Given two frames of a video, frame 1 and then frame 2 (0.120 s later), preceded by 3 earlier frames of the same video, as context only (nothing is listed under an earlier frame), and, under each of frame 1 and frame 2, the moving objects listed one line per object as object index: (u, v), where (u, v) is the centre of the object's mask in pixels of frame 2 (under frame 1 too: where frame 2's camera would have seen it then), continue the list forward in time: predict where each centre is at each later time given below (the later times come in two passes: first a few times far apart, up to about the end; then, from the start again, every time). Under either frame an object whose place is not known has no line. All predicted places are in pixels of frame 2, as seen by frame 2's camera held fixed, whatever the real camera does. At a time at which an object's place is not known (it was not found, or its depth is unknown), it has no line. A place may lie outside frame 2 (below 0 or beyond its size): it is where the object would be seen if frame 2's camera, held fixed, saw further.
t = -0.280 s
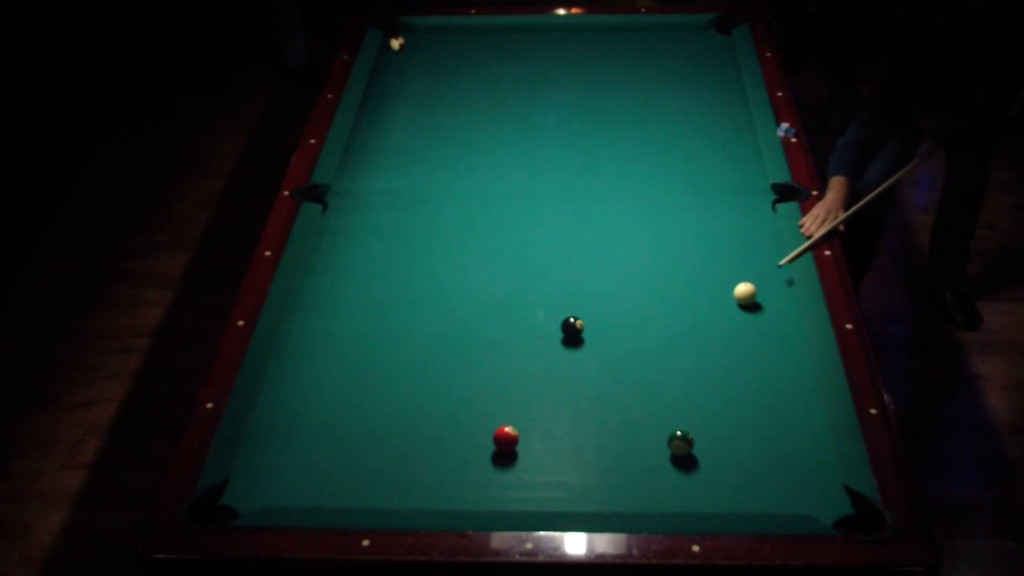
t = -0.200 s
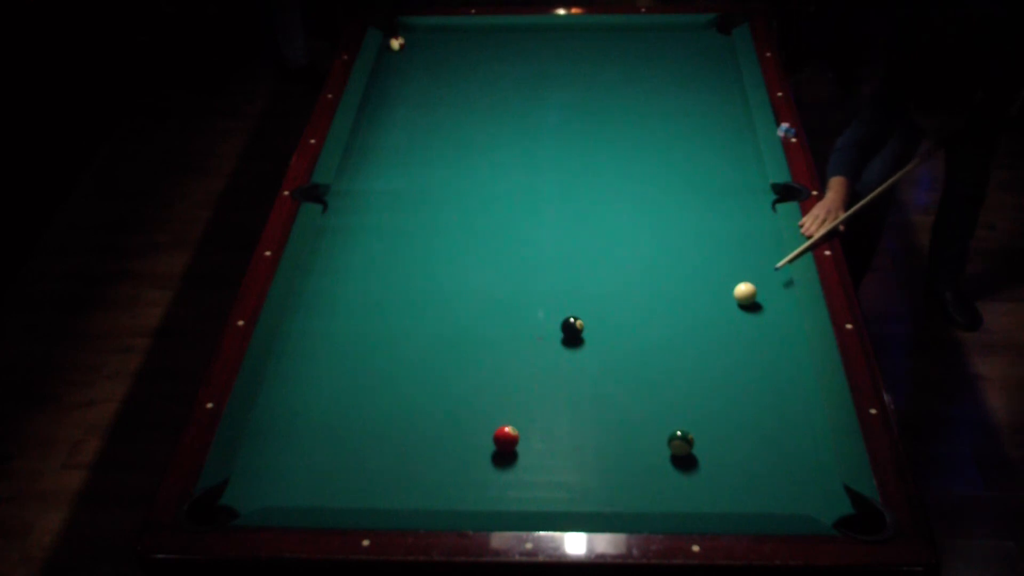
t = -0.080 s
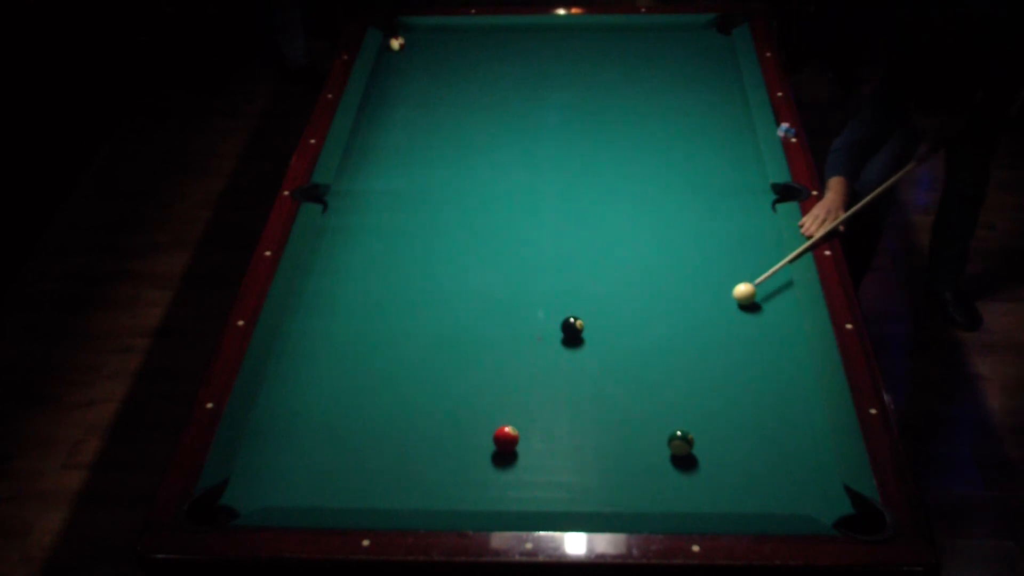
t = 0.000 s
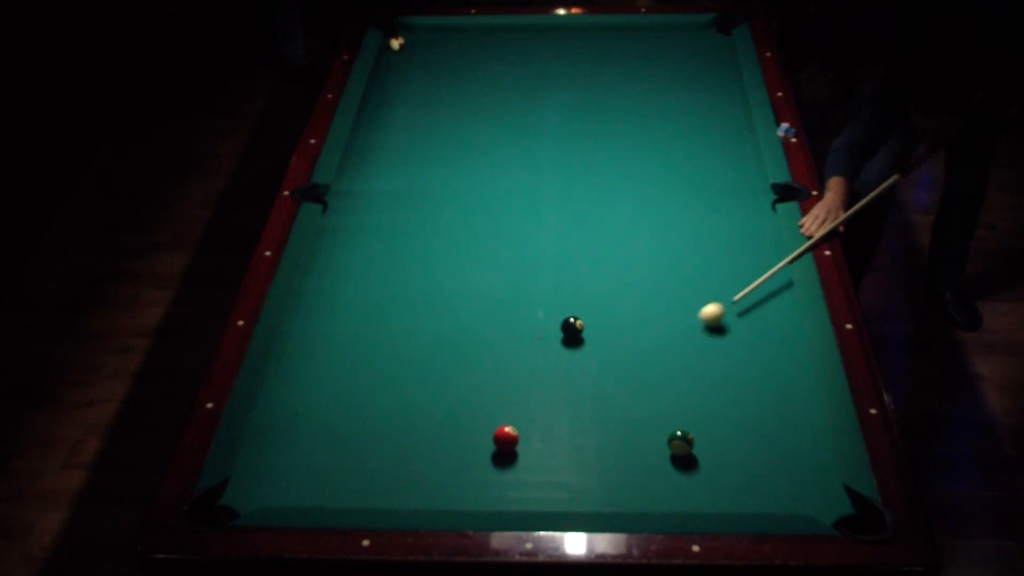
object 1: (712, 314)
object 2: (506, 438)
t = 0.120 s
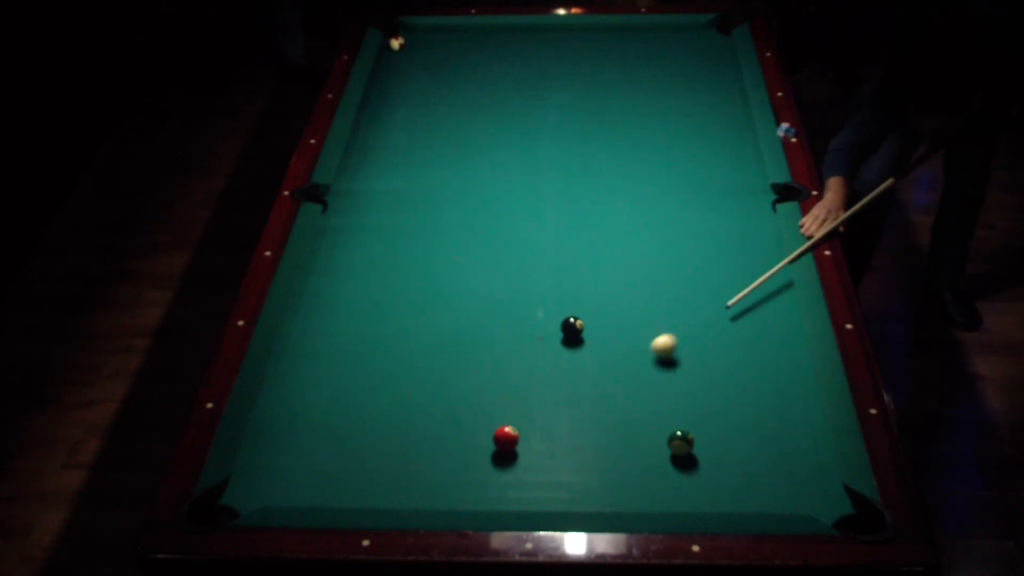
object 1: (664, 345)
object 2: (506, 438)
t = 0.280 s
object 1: (596, 390)
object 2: (506, 438)
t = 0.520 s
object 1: (532, 455)
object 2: (459, 447)
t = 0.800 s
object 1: (516, 494)
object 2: (355, 467)
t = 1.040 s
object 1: (514, 463)
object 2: (266, 483)
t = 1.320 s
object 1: (512, 430)
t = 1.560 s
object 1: (509, 405)
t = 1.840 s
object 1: (507, 380)
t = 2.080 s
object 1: (504, 359)
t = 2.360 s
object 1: (501, 339)
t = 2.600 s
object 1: (500, 323)
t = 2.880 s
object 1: (498, 307)
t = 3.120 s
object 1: (497, 295)
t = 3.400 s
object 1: (496, 282)
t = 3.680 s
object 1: (495, 271)
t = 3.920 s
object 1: (494, 263)
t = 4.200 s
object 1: (493, 256)
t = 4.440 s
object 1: (493, 250)
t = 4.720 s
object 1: (493, 245)
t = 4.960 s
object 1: (493, 242)
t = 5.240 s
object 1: (493, 240)
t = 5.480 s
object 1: (493, 238)
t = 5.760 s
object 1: (493, 238)
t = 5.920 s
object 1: (493, 238)
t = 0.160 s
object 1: (648, 356)
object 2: (506, 438)
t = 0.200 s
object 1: (631, 367)
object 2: (506, 438)
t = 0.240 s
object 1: (614, 379)
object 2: (506, 438)
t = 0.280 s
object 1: (596, 390)
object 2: (506, 438)
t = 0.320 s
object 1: (578, 401)
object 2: (506, 438)
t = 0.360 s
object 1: (560, 414)
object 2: (506, 438)
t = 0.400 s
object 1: (542, 425)
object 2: (506, 438)
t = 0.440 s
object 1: (533, 437)
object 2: (496, 439)
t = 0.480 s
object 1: (533, 446)
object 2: (477, 443)
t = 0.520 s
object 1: (532, 455)
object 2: (459, 447)
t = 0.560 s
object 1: (529, 464)
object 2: (444, 449)
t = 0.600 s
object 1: (526, 475)
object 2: (429, 452)
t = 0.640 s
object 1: (523, 484)
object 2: (413, 456)
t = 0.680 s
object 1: (520, 495)
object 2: (399, 458)
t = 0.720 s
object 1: (517, 501)
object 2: (384, 460)
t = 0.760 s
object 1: (517, 498)
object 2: (369, 463)
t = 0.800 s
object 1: (516, 494)
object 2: (355, 467)
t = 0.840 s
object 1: (516, 488)
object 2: (340, 469)
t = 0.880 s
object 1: (516, 483)
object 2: (325, 472)
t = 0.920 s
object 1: (515, 478)
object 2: (310, 475)
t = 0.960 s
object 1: (514, 473)
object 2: (296, 477)
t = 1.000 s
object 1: (514, 468)
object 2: (281, 480)
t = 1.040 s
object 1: (514, 463)
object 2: (266, 483)
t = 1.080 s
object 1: (514, 458)
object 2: (251, 485)
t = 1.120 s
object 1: (513, 453)
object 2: (237, 488)
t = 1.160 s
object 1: (513, 448)
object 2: (233, 492)
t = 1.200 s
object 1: (513, 444)
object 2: (229, 502)
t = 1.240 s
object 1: (512, 439)
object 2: (226, 513)
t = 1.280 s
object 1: (512, 435)
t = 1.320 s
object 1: (512, 430)
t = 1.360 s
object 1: (511, 426)
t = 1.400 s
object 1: (511, 421)
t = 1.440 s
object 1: (510, 417)
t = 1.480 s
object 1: (510, 413)
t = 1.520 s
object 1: (510, 409)
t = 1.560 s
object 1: (509, 405)
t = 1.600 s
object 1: (509, 401)
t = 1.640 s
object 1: (508, 398)
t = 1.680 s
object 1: (508, 394)
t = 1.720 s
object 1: (508, 390)
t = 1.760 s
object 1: (508, 386)
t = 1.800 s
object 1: (507, 383)
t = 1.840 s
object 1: (507, 380)
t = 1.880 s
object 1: (506, 376)
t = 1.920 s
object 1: (506, 373)
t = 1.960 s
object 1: (506, 369)
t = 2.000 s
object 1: (505, 366)
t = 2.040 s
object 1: (505, 363)
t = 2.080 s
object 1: (504, 359)
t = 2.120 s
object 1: (504, 356)
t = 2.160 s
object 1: (503, 353)
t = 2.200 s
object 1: (503, 350)
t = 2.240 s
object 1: (503, 347)
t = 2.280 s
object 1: (502, 344)
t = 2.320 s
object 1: (502, 341)
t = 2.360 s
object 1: (501, 339)
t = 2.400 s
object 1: (501, 336)
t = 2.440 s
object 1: (501, 334)
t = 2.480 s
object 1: (500, 331)
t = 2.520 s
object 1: (500, 328)
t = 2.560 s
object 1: (500, 325)
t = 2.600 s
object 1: (500, 323)
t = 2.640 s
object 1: (499, 320)
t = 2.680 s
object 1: (499, 318)
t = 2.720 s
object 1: (499, 316)
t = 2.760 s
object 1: (499, 314)
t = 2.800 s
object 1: (498, 311)
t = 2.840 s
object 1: (498, 309)
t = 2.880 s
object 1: (498, 307)
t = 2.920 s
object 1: (498, 305)
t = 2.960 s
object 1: (498, 303)
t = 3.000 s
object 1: (498, 301)
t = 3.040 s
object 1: (497, 299)
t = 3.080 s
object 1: (497, 297)
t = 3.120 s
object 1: (497, 295)
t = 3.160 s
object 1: (497, 293)
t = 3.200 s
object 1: (497, 291)
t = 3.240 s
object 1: (497, 289)
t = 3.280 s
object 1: (497, 287)
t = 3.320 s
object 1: (496, 286)
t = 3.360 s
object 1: (496, 284)
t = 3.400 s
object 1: (496, 282)
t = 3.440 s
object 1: (496, 281)
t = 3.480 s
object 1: (496, 279)
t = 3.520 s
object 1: (496, 277)
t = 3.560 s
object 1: (495, 276)
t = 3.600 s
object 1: (495, 274)
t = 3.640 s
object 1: (495, 273)
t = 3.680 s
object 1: (495, 271)
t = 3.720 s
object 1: (494, 270)
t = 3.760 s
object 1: (494, 269)
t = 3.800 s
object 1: (494, 267)
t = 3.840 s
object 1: (494, 266)
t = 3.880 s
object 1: (494, 265)
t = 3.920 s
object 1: (494, 263)
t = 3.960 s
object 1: (493, 262)
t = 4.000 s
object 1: (493, 261)
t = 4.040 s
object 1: (493, 260)
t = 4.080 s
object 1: (493, 259)
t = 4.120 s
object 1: (493, 258)
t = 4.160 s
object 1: (493, 257)
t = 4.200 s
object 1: (493, 256)
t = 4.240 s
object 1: (493, 255)
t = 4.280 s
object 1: (493, 254)
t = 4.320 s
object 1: (493, 253)
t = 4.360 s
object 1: (493, 252)
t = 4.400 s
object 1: (493, 251)
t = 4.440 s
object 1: (493, 250)
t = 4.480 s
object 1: (493, 250)
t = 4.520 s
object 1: (493, 249)
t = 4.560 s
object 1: (493, 248)
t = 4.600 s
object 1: (493, 247)
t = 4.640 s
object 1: (493, 247)
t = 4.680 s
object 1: (493, 246)
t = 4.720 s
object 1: (493, 245)
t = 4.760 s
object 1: (493, 245)
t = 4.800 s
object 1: (493, 244)
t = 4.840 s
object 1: (493, 243)
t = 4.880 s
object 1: (493, 243)
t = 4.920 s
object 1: (493, 243)
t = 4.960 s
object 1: (493, 242)
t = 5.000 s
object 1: (493, 242)
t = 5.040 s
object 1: (493, 241)
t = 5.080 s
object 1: (493, 241)
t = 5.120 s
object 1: (493, 241)
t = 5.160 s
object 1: (493, 240)
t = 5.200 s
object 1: (493, 240)
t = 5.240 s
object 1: (493, 240)
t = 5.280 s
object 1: (493, 239)
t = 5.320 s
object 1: (493, 239)
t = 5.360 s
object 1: (493, 239)
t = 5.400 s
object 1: (493, 239)
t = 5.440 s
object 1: (493, 238)
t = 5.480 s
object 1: (493, 238)
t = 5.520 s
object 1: (493, 238)
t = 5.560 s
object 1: (493, 238)
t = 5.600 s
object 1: (493, 238)
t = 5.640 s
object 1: (493, 238)
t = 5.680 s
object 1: (493, 238)
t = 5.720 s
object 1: (493, 238)
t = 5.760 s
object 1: (493, 238)
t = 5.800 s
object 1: (493, 238)
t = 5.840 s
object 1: (493, 238)
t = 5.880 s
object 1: (493, 238)
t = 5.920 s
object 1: (493, 238)
